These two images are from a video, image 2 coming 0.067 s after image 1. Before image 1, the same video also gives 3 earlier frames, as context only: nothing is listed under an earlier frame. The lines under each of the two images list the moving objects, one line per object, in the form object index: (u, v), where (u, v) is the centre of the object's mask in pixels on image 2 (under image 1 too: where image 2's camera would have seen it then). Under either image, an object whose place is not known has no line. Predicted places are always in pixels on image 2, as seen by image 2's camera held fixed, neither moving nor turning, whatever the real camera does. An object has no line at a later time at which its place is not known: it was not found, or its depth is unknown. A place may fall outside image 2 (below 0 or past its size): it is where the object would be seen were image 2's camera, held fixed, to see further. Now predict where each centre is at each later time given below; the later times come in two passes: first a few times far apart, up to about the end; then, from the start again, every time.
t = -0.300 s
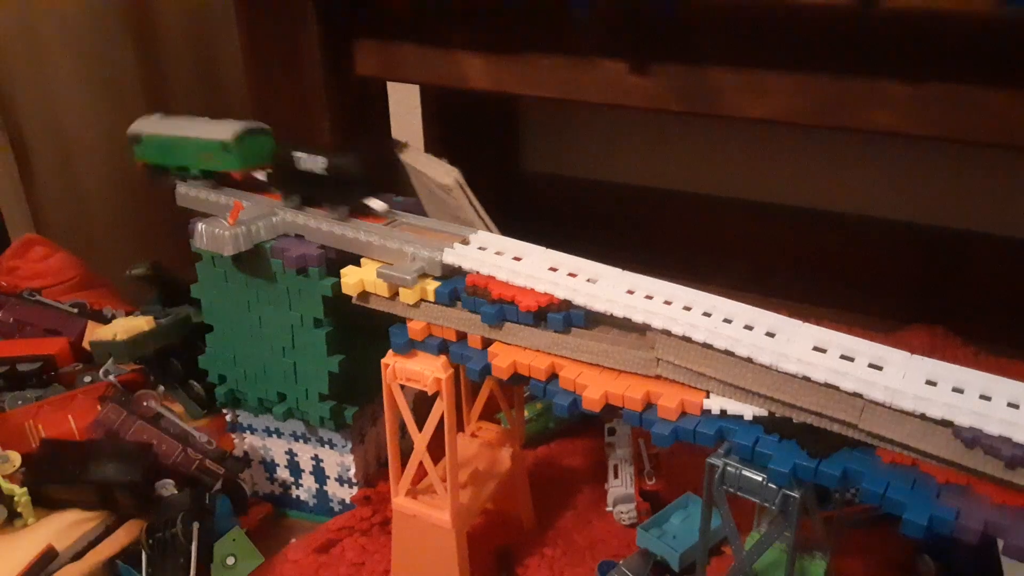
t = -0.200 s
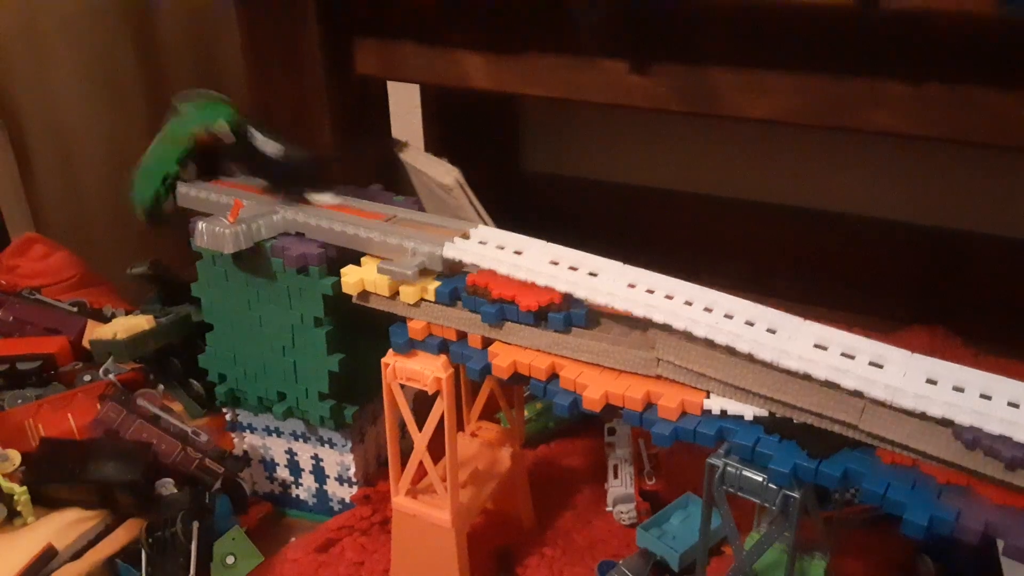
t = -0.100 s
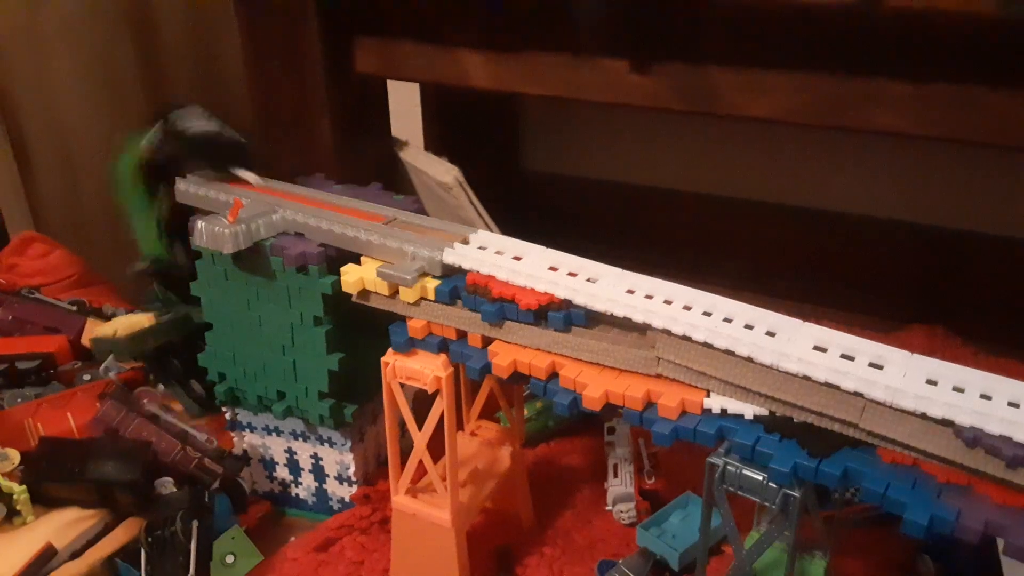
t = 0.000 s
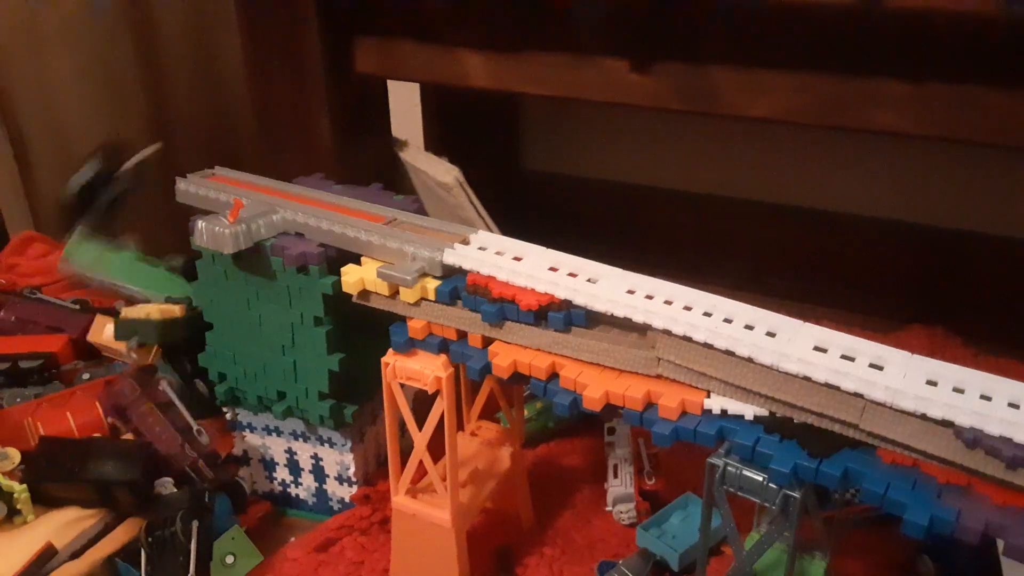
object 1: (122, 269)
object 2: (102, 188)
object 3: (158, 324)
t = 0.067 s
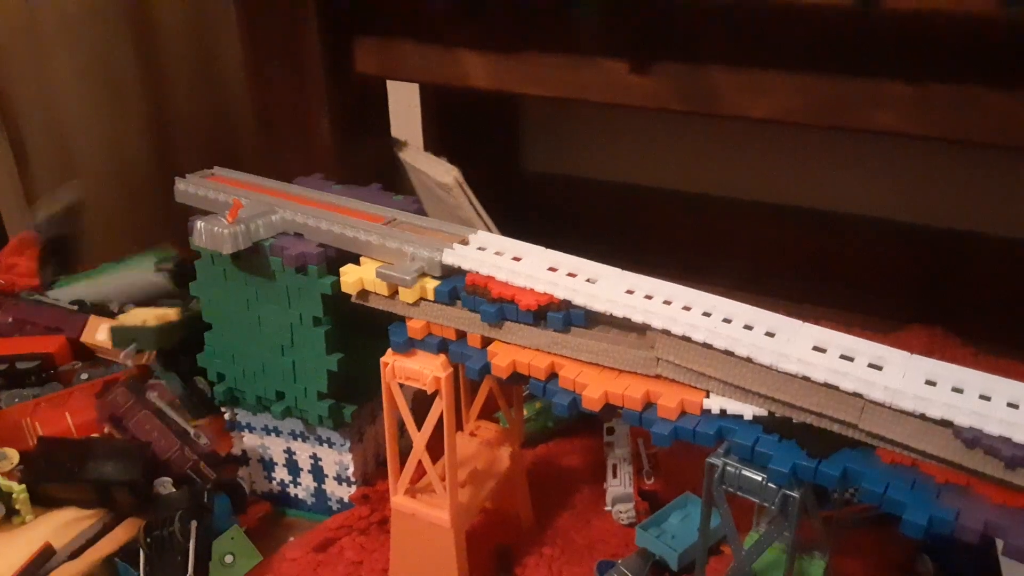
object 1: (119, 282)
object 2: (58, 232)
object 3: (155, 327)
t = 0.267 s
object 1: (106, 290)
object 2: (23, 274)
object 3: (157, 317)
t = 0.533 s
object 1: (107, 290)
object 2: (20, 273)
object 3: (153, 328)
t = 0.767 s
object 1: (110, 290)
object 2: (9, 273)
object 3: (154, 327)
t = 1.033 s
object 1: (111, 290)
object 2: (10, 274)
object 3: (155, 327)
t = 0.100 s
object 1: (111, 278)
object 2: (32, 253)
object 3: (151, 328)
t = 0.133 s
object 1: (109, 278)
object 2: (30, 254)
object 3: (152, 317)
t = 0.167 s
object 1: (110, 284)
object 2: (24, 254)
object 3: (151, 328)
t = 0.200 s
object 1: (108, 287)
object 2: (25, 261)
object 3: (157, 315)
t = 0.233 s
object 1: (107, 288)
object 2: (23, 269)
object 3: (155, 317)
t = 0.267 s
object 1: (106, 290)
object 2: (23, 274)
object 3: (157, 317)
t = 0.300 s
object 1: (106, 290)
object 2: (23, 274)
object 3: (157, 317)
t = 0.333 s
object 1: (106, 290)
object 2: (23, 273)
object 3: (156, 325)
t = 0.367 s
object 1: (112, 290)
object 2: (22, 273)
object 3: (155, 326)
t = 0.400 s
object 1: (111, 290)
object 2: (22, 273)
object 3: (154, 327)
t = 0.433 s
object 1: (111, 290)
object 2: (21, 273)
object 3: (153, 328)
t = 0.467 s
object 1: (111, 290)
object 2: (21, 273)
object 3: (153, 328)
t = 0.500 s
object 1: (111, 290)
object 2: (21, 273)
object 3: (153, 328)
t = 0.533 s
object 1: (107, 290)
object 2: (20, 273)
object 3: (153, 328)
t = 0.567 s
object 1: (110, 290)
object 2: (19, 273)
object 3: (155, 327)
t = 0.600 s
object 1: (110, 290)
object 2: (18, 272)
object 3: (154, 327)
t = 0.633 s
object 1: (109, 290)
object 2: (17, 273)
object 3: (153, 328)
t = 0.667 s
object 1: (109, 290)
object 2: (16, 272)
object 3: (155, 327)
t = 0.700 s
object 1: (110, 290)
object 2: (14, 272)
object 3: (153, 327)
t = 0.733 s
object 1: (110, 290)
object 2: (10, 273)
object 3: (154, 326)
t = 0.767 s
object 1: (110, 290)
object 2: (9, 273)
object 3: (154, 327)
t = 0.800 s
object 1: (110, 290)
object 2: (10, 273)
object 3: (155, 327)
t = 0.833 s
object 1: (110, 290)
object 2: (8, 274)
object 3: (154, 328)
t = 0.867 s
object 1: (110, 290)
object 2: (8, 273)
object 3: (155, 327)
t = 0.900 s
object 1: (110, 290)
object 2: (9, 273)
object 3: (153, 328)
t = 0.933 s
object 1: (110, 290)
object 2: (9, 273)
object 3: (154, 327)
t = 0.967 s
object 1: (110, 290)
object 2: (10, 273)
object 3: (155, 327)
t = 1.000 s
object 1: (111, 290)
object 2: (10, 274)
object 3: (155, 327)
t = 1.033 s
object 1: (111, 290)
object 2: (10, 274)
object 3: (155, 327)
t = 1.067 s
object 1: (110, 290)
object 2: (10, 273)
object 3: (156, 327)
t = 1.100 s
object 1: (110, 290)
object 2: (10, 273)
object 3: (155, 327)
